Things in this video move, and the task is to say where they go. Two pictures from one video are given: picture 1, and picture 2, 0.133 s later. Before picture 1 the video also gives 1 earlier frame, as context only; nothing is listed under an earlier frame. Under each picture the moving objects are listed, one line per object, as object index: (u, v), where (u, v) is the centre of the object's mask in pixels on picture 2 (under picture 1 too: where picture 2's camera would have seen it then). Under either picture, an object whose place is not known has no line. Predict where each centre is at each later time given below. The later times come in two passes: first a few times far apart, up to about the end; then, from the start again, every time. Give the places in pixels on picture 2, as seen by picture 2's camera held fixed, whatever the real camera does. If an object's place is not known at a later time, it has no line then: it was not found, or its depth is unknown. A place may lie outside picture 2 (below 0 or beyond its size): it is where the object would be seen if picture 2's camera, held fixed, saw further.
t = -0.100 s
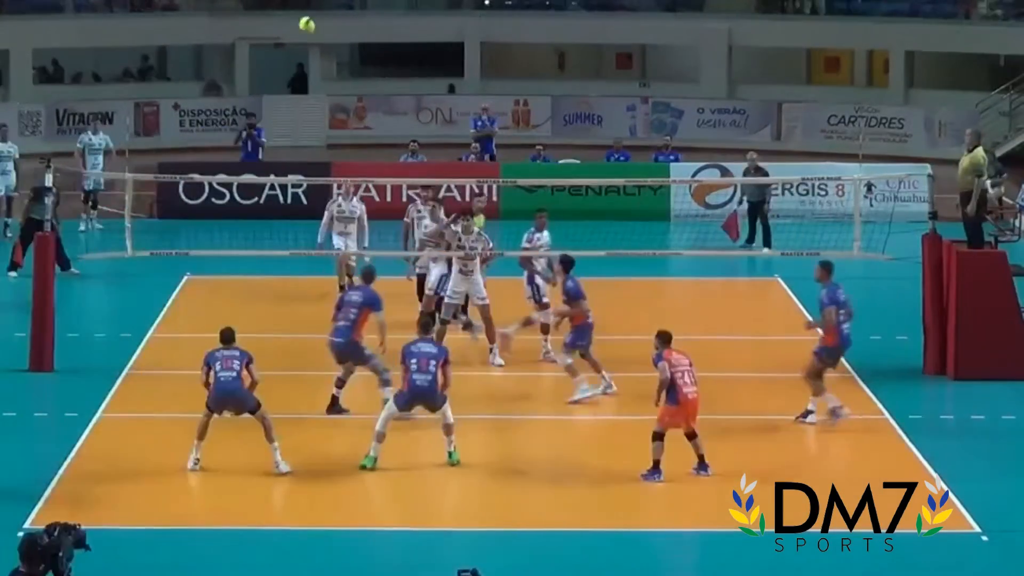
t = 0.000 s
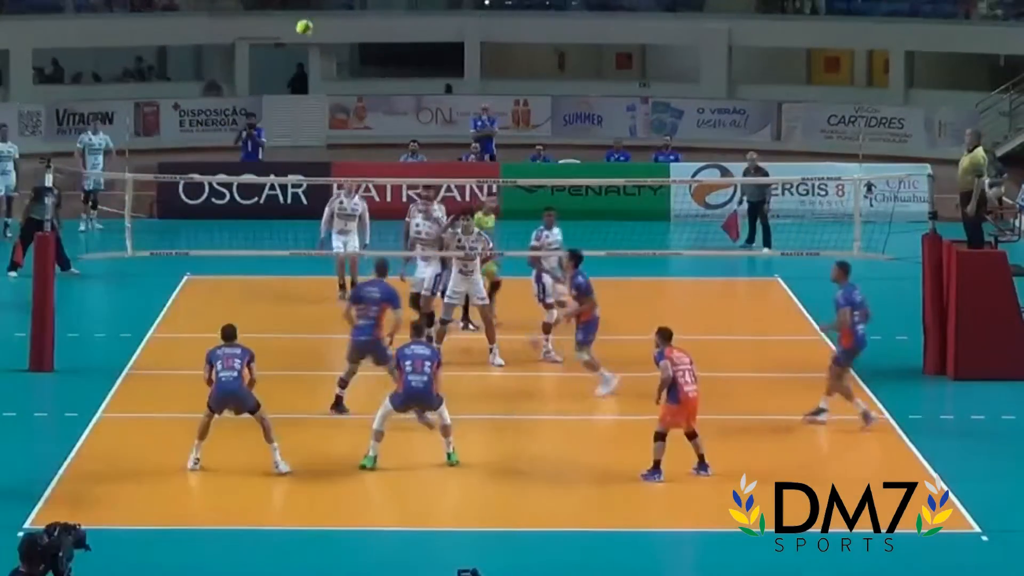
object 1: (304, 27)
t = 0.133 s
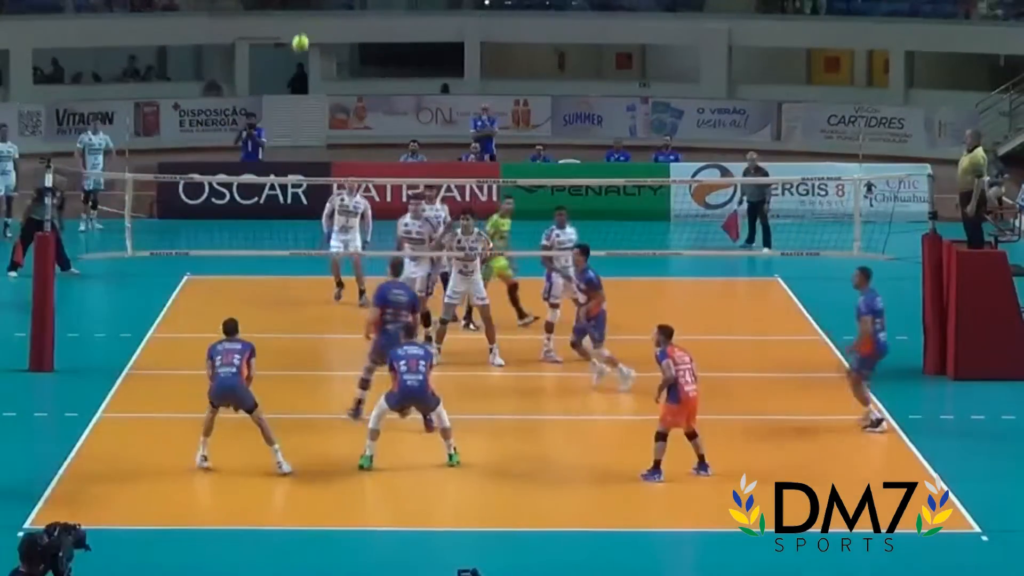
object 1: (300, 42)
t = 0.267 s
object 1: (298, 74)
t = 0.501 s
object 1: (292, 166)
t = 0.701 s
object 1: (284, 291)
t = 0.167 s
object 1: (300, 49)
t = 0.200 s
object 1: (299, 56)
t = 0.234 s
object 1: (299, 64)
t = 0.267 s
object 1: (298, 74)
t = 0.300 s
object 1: (298, 82)
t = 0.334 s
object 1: (298, 92)
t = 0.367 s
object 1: (297, 104)
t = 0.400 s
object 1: (295, 119)
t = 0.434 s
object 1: (294, 134)
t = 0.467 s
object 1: (293, 150)
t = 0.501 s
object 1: (292, 166)
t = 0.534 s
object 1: (290, 184)
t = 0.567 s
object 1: (290, 204)
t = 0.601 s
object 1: (288, 223)
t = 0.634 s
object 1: (287, 242)
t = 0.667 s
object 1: (285, 266)
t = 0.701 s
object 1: (284, 291)
